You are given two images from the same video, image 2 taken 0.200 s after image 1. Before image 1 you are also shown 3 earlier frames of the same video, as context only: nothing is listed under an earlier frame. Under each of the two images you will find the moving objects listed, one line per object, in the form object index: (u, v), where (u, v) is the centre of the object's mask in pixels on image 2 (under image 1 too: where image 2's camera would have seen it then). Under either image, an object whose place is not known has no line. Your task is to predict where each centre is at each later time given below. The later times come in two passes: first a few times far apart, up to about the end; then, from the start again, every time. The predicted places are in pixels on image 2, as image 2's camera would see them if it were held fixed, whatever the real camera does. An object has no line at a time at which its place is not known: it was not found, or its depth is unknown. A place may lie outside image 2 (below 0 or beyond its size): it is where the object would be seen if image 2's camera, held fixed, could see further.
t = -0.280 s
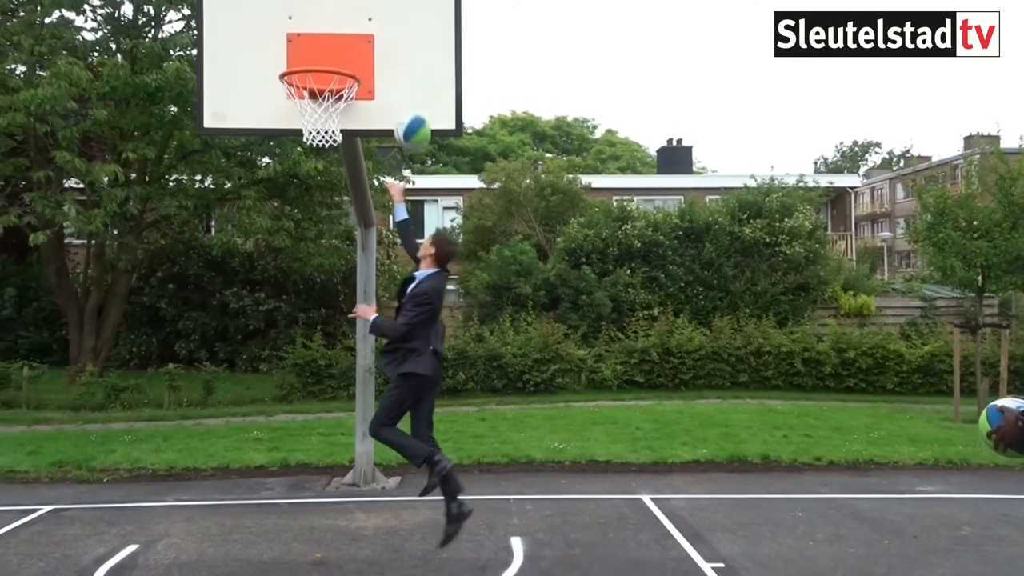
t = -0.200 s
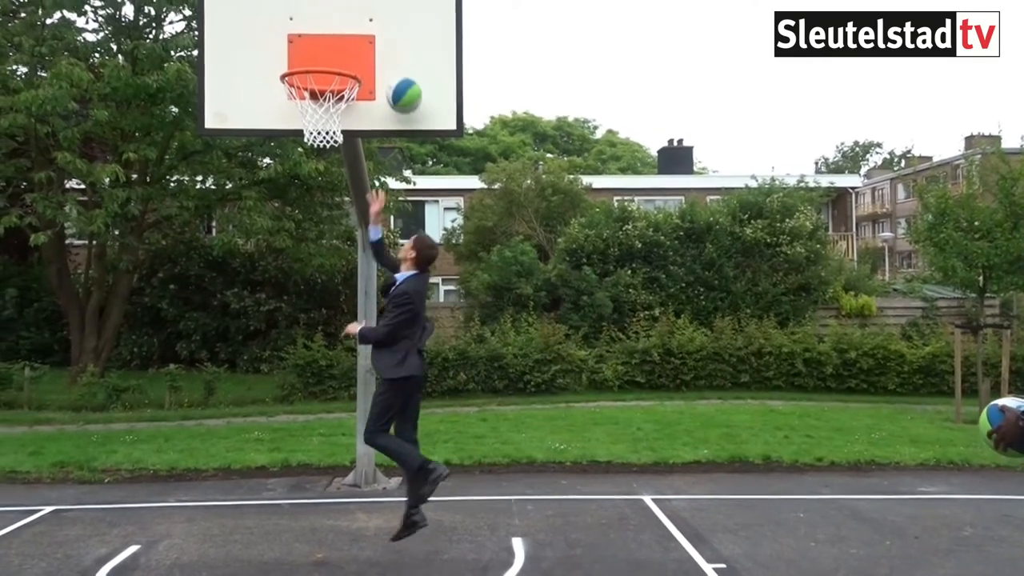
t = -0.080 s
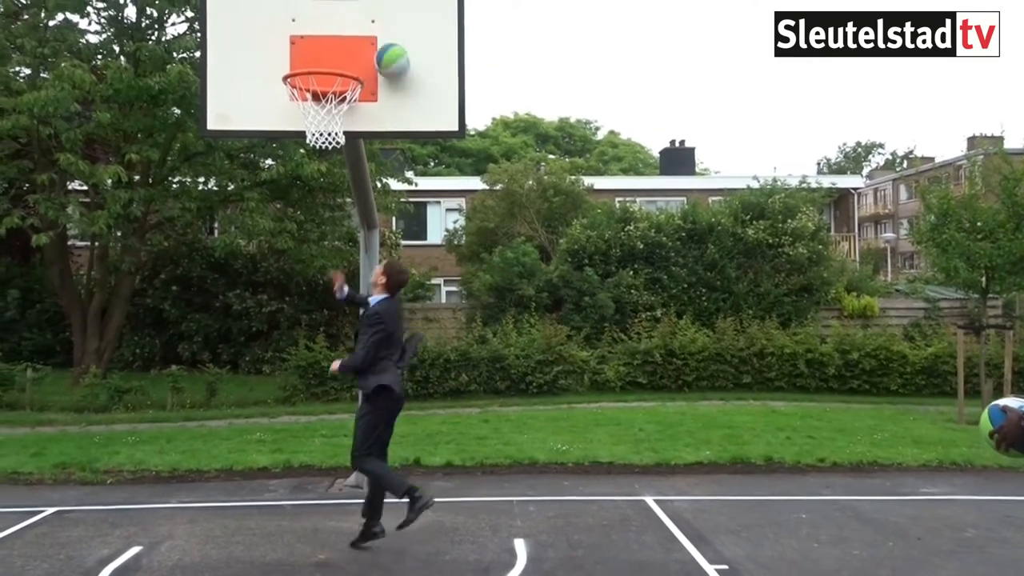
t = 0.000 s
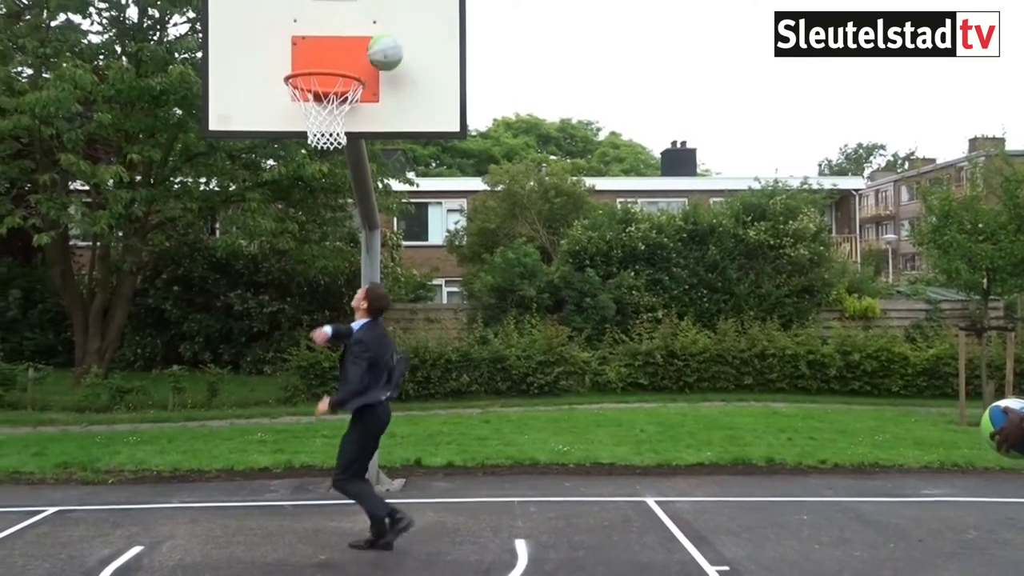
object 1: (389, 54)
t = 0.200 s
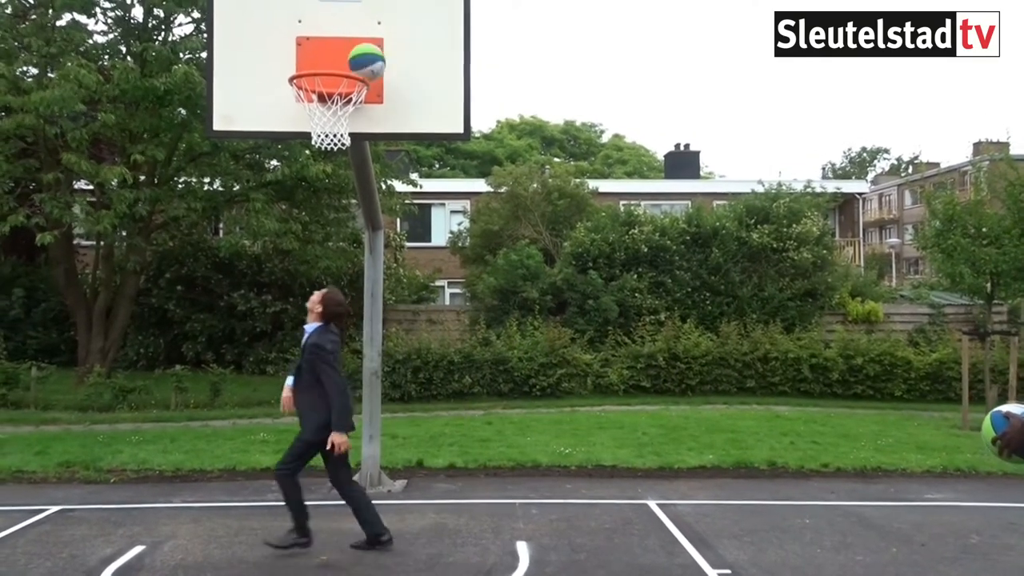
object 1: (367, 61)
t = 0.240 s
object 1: (364, 57)
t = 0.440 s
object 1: (353, 60)
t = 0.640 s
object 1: (325, 100)
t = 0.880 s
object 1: (315, 119)
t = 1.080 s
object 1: (328, 129)
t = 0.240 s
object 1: (364, 57)
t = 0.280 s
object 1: (362, 54)
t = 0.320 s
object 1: (360, 53)
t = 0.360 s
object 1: (357, 54)
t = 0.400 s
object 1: (355, 56)
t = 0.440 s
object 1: (353, 60)
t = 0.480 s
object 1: (350, 70)
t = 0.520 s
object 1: (345, 77)
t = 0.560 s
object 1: (339, 83)
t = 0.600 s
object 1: (331, 91)
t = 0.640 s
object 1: (325, 100)
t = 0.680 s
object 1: (318, 111)
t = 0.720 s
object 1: (313, 119)
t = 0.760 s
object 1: (311, 121)
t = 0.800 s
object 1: (310, 119)
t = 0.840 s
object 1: (312, 118)
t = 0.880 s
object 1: (315, 119)
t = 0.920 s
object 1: (319, 120)
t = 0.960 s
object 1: (323, 122)
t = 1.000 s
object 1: (325, 125)
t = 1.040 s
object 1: (325, 126)
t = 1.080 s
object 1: (328, 129)
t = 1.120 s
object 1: (332, 132)
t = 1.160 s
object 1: (333, 136)
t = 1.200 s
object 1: (333, 141)
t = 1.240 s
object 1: (332, 144)
